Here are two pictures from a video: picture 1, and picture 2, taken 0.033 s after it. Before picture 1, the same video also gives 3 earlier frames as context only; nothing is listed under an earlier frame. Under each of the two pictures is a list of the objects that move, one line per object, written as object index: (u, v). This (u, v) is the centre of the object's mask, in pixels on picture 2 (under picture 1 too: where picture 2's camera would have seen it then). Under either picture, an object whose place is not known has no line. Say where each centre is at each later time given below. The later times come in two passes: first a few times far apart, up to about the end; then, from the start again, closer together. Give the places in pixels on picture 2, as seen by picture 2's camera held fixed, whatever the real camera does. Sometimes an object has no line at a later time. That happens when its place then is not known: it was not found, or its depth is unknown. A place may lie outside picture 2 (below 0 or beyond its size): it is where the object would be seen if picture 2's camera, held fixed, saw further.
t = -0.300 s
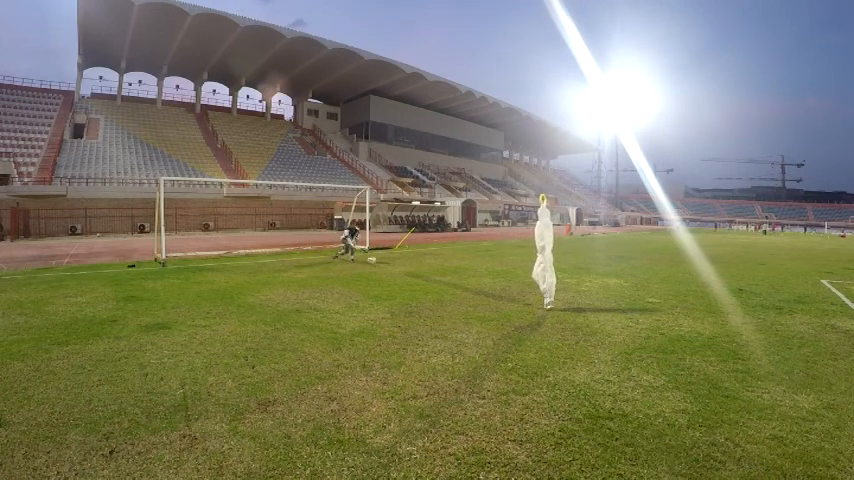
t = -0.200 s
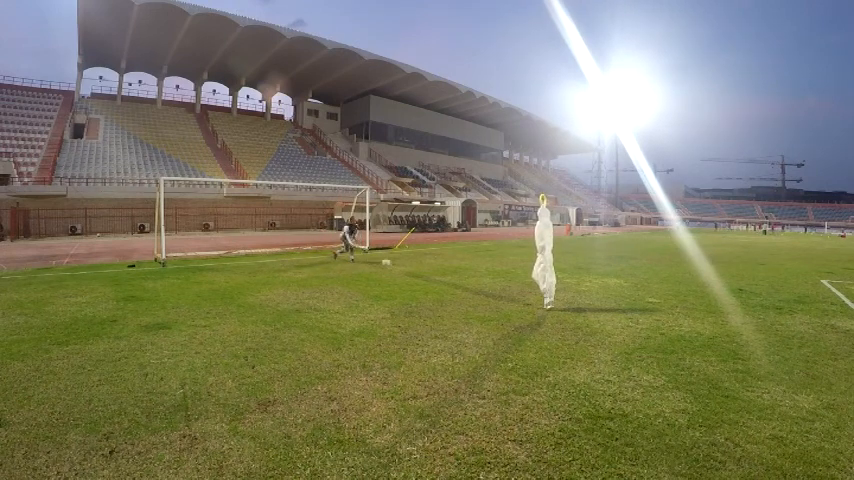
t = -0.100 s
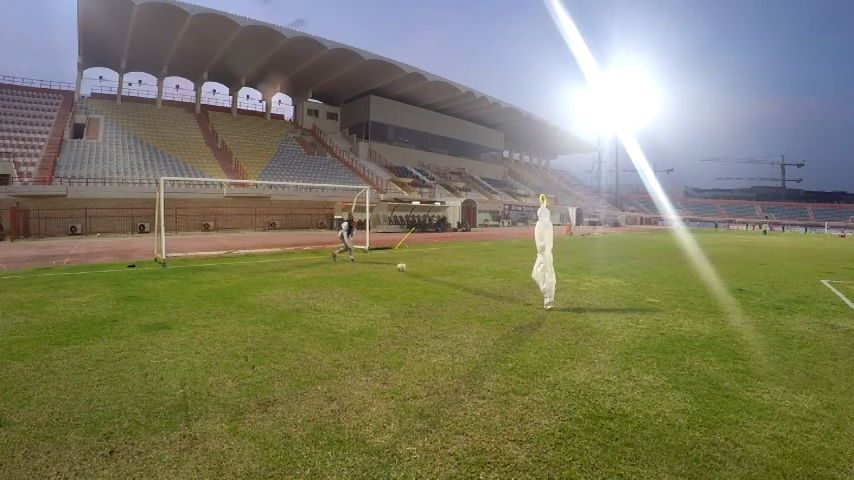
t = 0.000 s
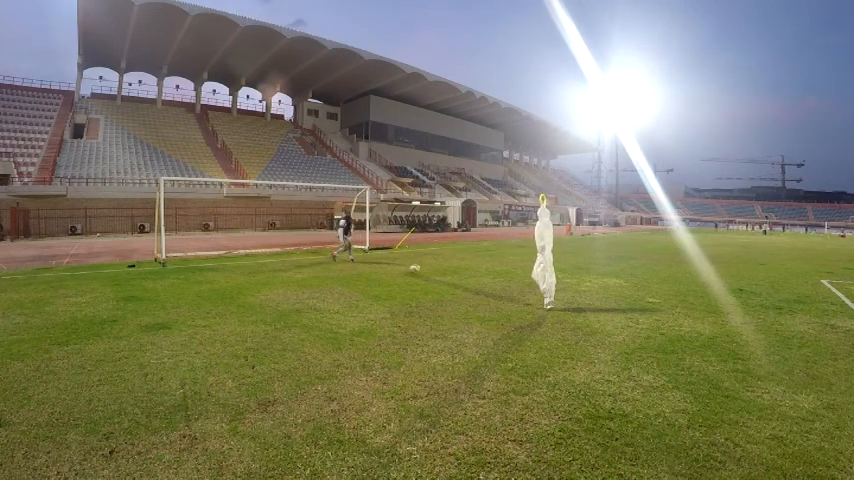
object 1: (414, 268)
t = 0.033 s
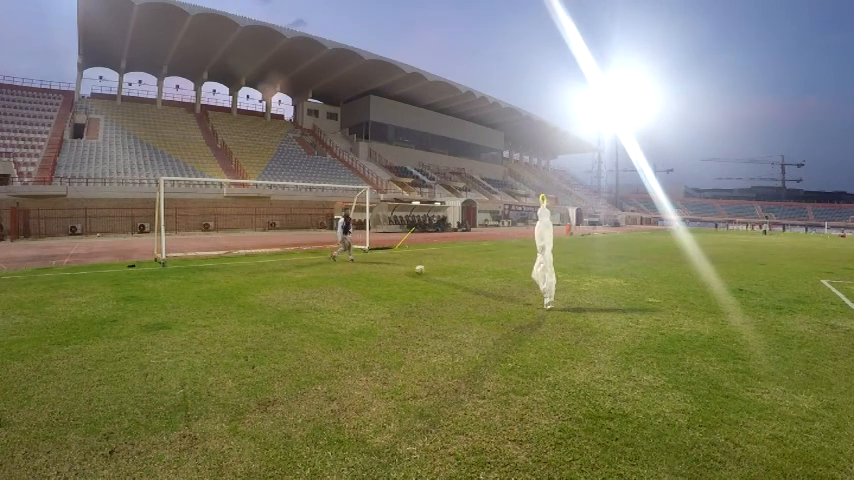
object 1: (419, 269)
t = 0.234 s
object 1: (449, 273)
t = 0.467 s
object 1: (488, 279)
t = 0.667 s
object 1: (524, 283)
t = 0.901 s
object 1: (568, 289)
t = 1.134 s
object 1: (615, 296)
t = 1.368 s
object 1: (664, 302)
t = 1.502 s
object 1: (692, 306)
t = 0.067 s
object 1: (424, 269)
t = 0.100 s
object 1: (429, 269)
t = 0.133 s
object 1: (434, 270)
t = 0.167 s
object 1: (439, 272)
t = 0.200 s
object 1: (444, 273)
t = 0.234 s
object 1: (449, 273)
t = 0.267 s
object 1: (454, 273)
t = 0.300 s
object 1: (460, 274)
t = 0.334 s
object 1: (466, 275)
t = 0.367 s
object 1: (471, 276)
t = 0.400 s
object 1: (476, 277)
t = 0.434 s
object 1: (482, 278)
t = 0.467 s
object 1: (488, 279)
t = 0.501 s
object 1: (494, 280)
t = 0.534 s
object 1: (499, 281)
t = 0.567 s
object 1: (505, 281)
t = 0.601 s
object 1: (511, 281)
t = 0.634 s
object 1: (518, 282)
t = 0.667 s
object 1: (524, 283)
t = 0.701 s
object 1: (530, 285)
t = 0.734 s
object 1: (534, 286)
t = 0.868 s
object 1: (562, 288)
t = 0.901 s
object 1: (568, 289)
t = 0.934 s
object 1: (574, 292)
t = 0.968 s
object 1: (581, 292)
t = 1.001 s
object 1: (588, 292)
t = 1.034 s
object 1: (595, 291)
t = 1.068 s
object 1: (601, 292)
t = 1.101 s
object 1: (608, 294)
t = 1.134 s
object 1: (615, 296)
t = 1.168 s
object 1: (622, 298)
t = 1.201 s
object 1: (629, 297)
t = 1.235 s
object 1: (635, 297)
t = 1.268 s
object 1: (643, 297)
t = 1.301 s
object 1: (649, 298)
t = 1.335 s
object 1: (657, 299)
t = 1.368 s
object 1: (664, 302)
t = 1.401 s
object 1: (671, 303)
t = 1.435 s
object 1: (678, 304)
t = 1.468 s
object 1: (685, 304)
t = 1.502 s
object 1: (692, 306)
